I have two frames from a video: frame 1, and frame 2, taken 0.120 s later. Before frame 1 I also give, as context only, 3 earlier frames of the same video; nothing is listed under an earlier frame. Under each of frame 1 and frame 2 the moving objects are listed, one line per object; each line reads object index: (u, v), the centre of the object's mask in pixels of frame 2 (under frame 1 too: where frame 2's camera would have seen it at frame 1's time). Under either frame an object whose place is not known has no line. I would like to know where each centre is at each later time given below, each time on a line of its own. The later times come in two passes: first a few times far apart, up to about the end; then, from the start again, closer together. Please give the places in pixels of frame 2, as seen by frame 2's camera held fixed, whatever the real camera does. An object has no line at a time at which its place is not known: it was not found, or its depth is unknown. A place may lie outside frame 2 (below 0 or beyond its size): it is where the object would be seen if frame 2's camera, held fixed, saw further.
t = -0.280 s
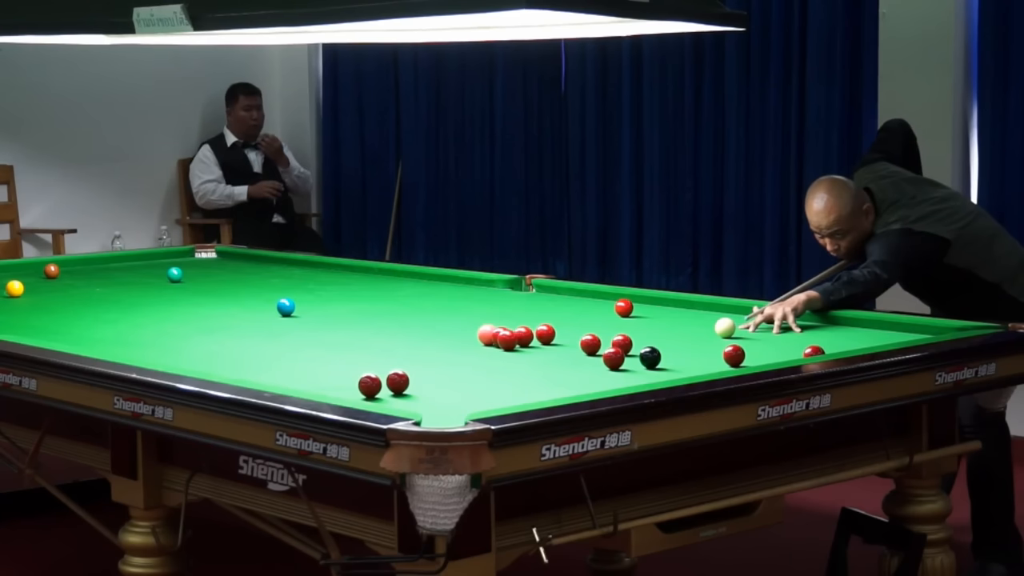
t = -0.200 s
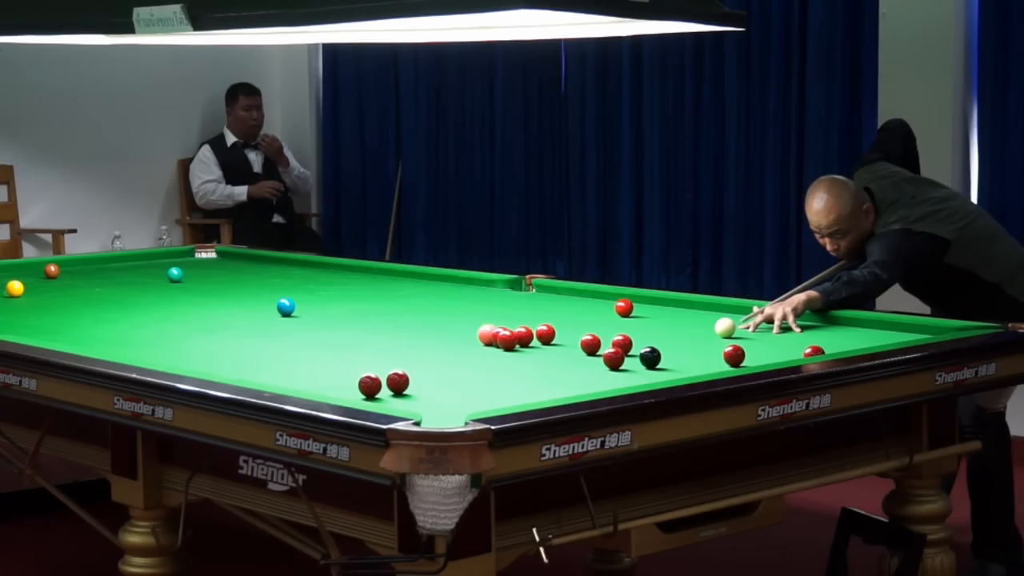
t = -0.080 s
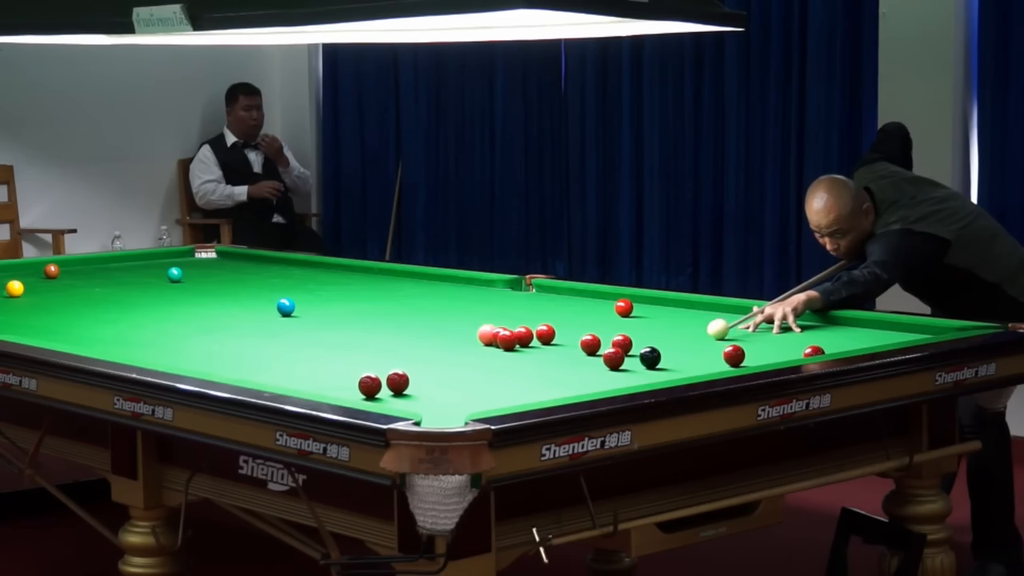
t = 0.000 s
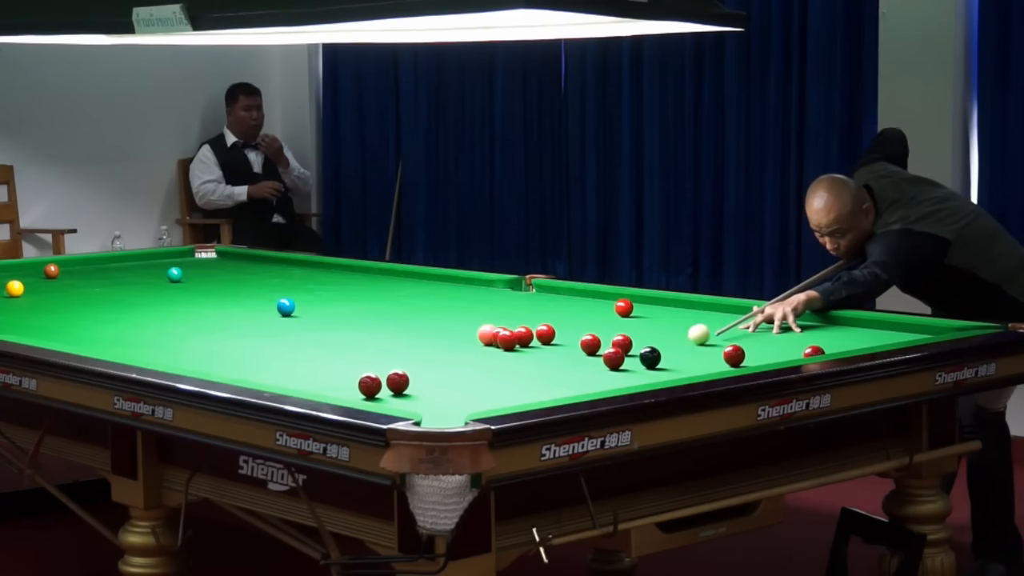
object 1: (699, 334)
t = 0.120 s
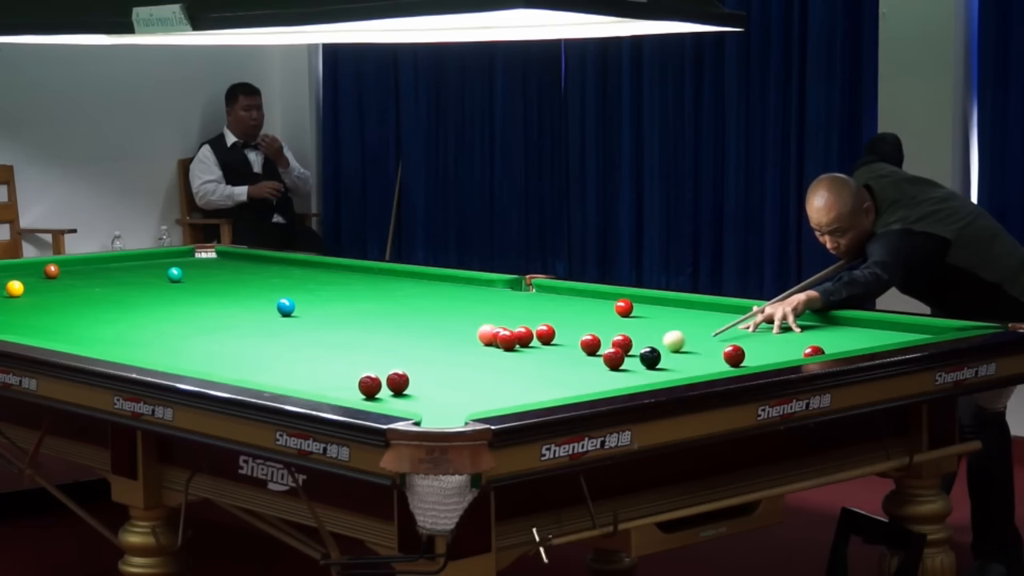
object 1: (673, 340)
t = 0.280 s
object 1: (642, 345)
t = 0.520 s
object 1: (615, 354)
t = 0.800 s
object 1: (592, 358)
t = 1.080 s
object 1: (573, 360)
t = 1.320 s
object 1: (558, 362)
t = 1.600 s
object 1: (544, 363)
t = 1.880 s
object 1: (532, 365)
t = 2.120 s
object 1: (524, 366)
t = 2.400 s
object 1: (518, 367)
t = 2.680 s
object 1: (513, 368)
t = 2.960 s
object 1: (511, 368)
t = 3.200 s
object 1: (512, 368)
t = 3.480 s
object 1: (512, 368)
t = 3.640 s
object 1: (512, 368)
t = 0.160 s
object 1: (666, 342)
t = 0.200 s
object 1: (660, 343)
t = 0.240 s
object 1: (652, 342)
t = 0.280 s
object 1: (642, 345)
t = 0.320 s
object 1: (634, 350)
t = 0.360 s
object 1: (630, 352)
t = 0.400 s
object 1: (625, 352)
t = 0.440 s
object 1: (622, 353)
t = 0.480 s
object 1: (618, 353)
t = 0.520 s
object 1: (615, 354)
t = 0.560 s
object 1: (611, 355)
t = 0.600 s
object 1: (608, 355)
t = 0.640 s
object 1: (604, 356)
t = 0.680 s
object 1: (601, 356)
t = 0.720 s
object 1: (598, 357)
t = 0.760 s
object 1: (595, 357)
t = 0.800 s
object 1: (592, 358)
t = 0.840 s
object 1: (589, 358)
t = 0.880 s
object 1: (586, 358)
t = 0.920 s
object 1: (584, 358)
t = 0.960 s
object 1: (581, 359)
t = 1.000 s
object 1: (578, 359)
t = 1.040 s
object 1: (575, 360)
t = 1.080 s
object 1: (573, 360)
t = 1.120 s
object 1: (570, 360)
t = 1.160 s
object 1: (568, 360)
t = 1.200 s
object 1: (566, 361)
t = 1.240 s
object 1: (563, 361)
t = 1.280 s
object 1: (561, 361)
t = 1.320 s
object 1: (558, 362)
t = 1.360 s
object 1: (556, 362)
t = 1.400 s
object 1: (554, 362)
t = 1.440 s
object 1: (552, 362)
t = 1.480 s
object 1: (550, 362)
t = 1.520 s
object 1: (548, 363)
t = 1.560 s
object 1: (546, 363)
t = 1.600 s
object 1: (544, 363)
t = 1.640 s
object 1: (542, 364)
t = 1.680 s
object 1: (541, 364)
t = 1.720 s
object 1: (539, 364)
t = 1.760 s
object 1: (537, 364)
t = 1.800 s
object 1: (536, 364)
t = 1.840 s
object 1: (534, 365)
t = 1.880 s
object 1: (532, 365)
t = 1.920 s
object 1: (531, 365)
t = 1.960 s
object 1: (530, 365)
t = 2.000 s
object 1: (528, 366)
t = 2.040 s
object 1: (527, 366)
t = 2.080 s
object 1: (526, 366)
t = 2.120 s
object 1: (524, 366)
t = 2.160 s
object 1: (523, 366)
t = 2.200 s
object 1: (522, 366)
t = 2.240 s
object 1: (522, 367)
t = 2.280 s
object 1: (520, 367)
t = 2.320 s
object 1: (520, 367)
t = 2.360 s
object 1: (519, 367)
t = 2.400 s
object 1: (518, 367)
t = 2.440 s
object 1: (517, 367)
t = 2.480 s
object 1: (516, 367)
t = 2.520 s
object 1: (516, 367)
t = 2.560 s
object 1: (515, 368)
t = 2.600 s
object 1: (514, 368)
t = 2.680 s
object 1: (513, 368)
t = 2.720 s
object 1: (513, 368)
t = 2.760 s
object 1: (512, 368)
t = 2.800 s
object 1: (512, 368)
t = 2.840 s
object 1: (512, 368)
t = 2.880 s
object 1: (511, 368)
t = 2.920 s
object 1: (511, 368)
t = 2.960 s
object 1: (511, 368)
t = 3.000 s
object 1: (511, 368)
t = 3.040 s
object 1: (511, 368)
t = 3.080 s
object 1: (511, 368)
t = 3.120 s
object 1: (511, 368)
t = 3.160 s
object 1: (512, 368)
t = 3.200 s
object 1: (512, 368)
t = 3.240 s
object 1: (512, 368)
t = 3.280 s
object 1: (512, 368)
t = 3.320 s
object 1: (512, 368)
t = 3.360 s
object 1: (512, 368)
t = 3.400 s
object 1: (512, 368)
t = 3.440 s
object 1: (512, 368)
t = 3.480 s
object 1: (512, 368)
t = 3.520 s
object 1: (512, 368)
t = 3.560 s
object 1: (512, 368)
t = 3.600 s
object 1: (512, 368)
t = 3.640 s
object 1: (512, 368)
